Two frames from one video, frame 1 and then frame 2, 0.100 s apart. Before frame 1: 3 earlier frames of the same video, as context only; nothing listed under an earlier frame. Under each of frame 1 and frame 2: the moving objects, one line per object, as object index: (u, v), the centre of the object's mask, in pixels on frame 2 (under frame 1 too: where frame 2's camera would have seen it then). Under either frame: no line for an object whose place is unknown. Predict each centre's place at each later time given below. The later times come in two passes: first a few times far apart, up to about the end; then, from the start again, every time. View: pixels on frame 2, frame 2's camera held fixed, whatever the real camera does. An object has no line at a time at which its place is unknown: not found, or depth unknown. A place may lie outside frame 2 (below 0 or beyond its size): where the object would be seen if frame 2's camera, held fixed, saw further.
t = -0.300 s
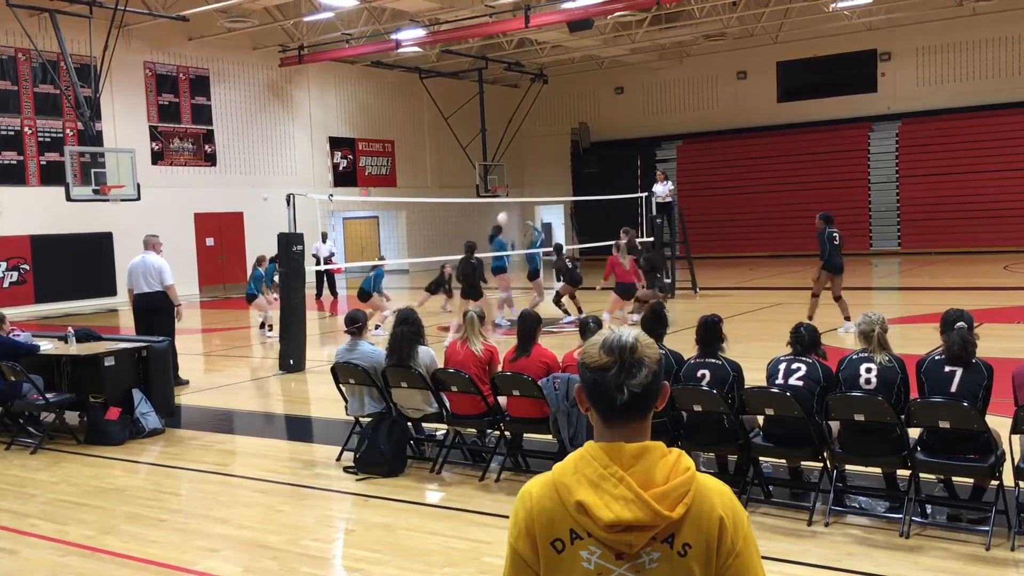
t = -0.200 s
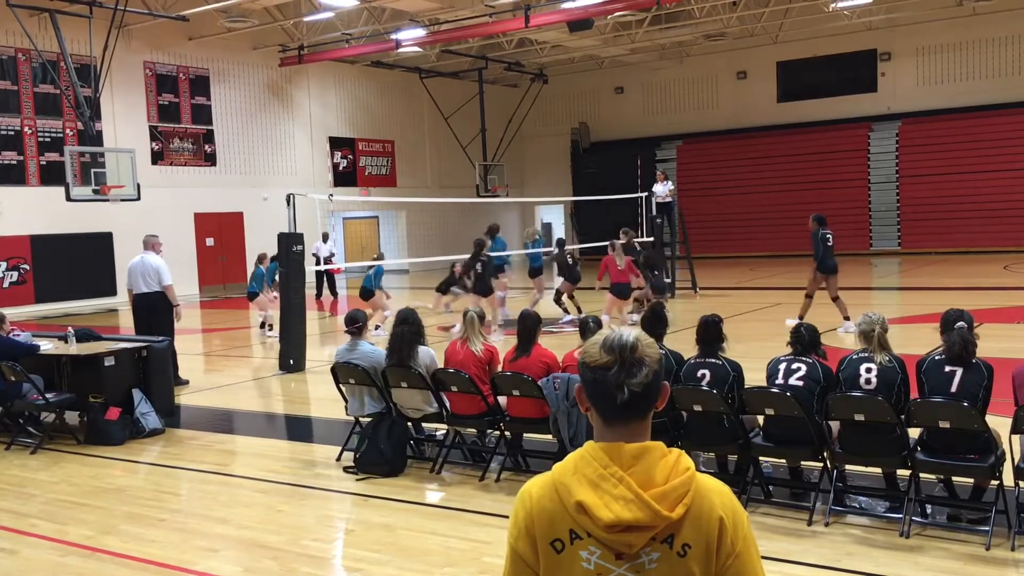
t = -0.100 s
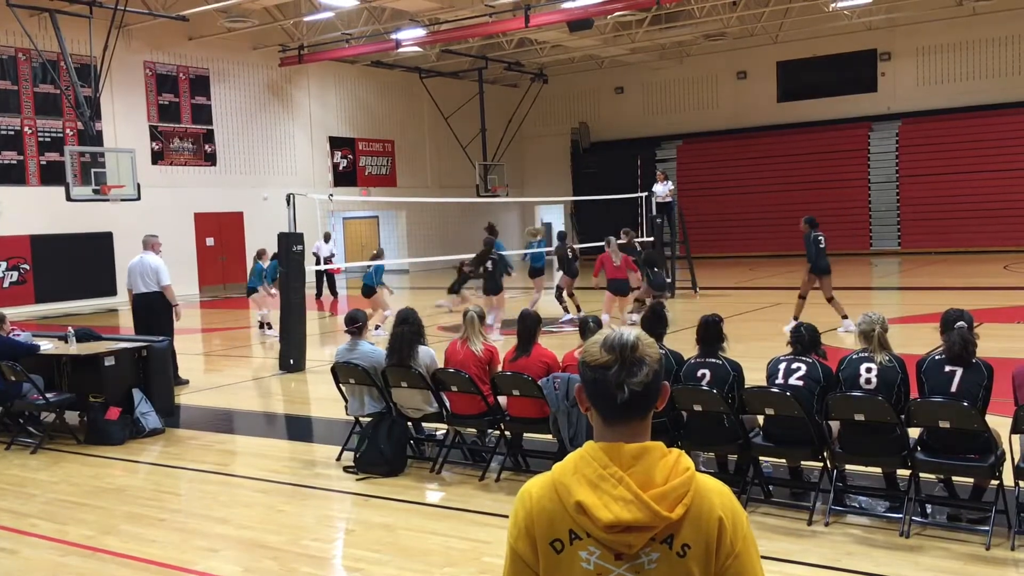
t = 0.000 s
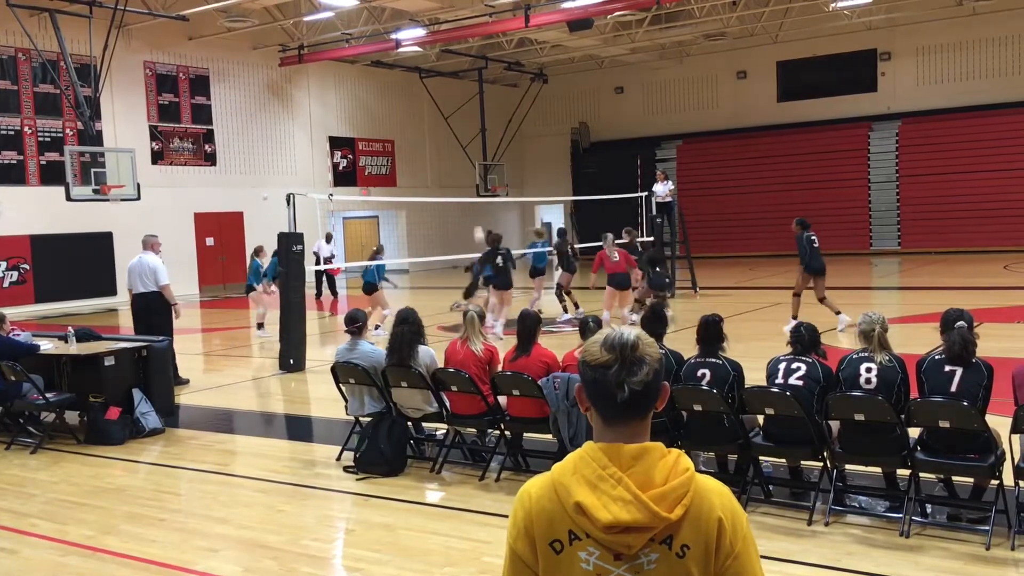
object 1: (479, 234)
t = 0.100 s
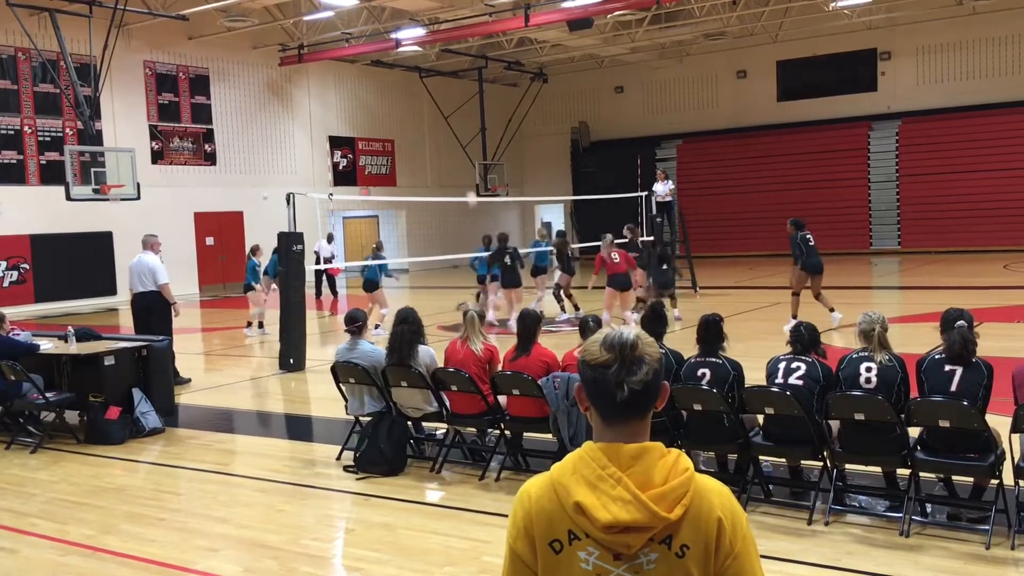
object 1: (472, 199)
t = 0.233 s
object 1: (461, 159)
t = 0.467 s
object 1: (443, 110)
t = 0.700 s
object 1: (426, 87)
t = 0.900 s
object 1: (412, 89)
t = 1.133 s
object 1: (398, 117)
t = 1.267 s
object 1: (390, 145)
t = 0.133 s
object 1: (469, 188)
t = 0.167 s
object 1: (466, 178)
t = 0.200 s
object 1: (464, 168)
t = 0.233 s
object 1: (461, 159)
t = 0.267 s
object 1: (459, 150)
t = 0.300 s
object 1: (456, 142)
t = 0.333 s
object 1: (454, 134)
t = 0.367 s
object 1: (451, 128)
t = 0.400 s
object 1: (449, 121)
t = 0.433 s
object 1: (446, 115)
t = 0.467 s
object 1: (443, 110)
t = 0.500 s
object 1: (441, 105)
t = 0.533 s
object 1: (438, 100)
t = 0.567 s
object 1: (436, 97)
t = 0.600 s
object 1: (434, 93)
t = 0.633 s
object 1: (431, 91)
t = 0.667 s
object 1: (429, 88)
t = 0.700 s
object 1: (426, 87)
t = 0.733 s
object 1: (424, 86)
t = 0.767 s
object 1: (422, 85)
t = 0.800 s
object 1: (419, 85)
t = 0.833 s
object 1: (417, 86)
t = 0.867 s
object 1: (415, 87)
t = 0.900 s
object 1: (412, 89)
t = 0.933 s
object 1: (410, 91)
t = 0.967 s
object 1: (408, 94)
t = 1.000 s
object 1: (406, 97)
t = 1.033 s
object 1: (404, 101)
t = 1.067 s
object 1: (402, 106)
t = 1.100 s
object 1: (400, 111)
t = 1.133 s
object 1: (398, 117)
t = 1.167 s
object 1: (396, 123)
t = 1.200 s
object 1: (394, 130)
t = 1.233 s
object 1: (392, 137)
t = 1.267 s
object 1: (390, 145)
